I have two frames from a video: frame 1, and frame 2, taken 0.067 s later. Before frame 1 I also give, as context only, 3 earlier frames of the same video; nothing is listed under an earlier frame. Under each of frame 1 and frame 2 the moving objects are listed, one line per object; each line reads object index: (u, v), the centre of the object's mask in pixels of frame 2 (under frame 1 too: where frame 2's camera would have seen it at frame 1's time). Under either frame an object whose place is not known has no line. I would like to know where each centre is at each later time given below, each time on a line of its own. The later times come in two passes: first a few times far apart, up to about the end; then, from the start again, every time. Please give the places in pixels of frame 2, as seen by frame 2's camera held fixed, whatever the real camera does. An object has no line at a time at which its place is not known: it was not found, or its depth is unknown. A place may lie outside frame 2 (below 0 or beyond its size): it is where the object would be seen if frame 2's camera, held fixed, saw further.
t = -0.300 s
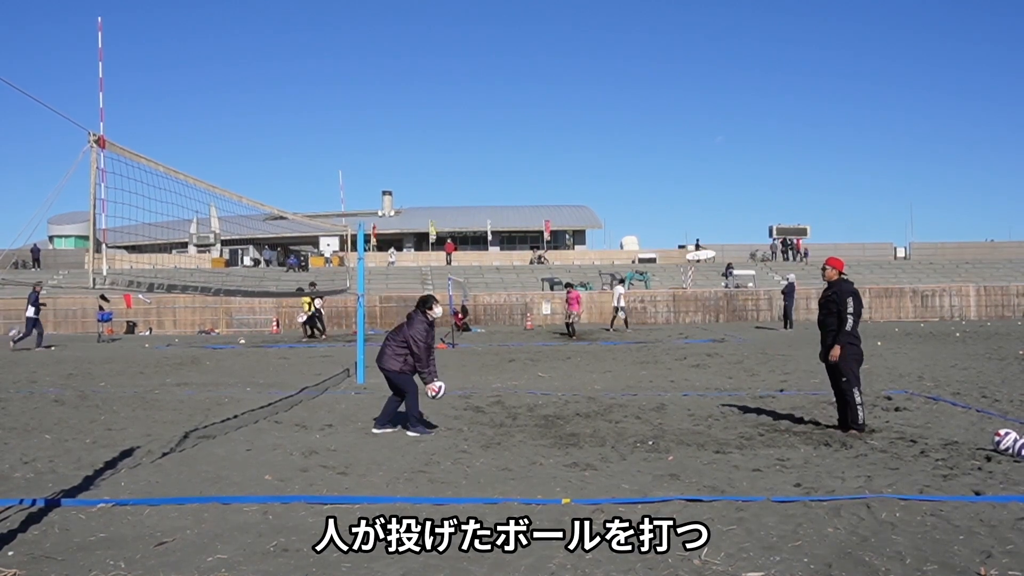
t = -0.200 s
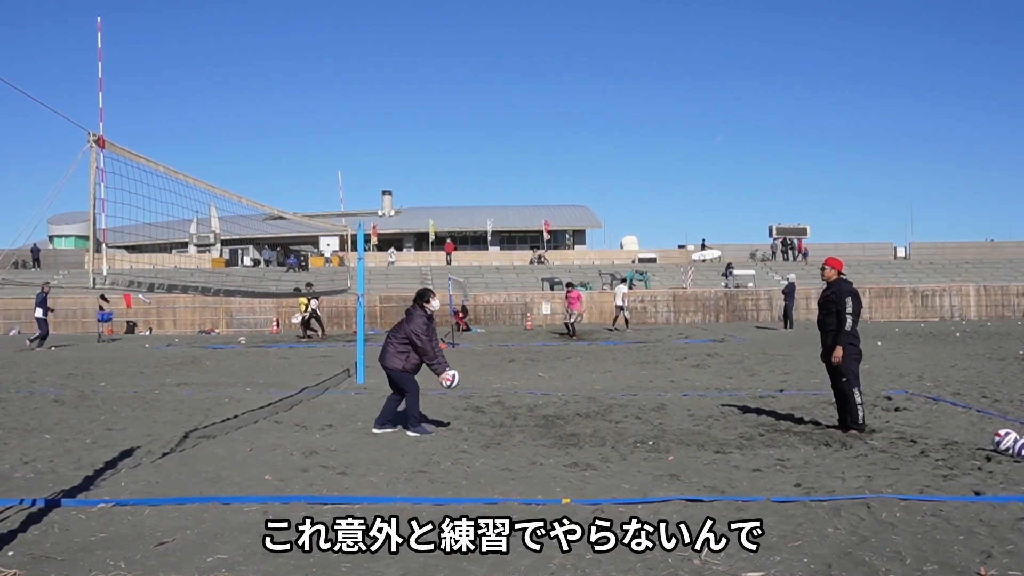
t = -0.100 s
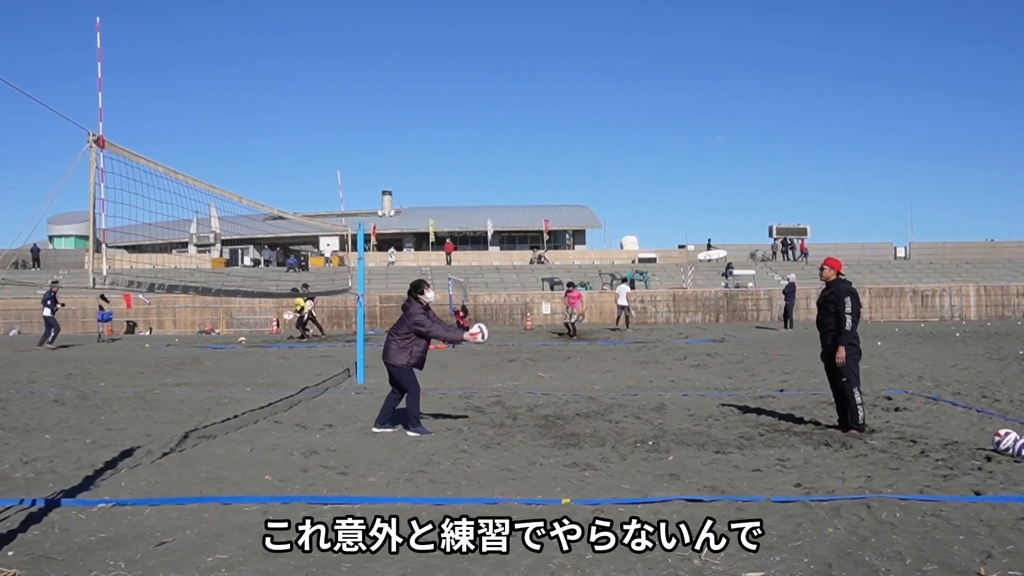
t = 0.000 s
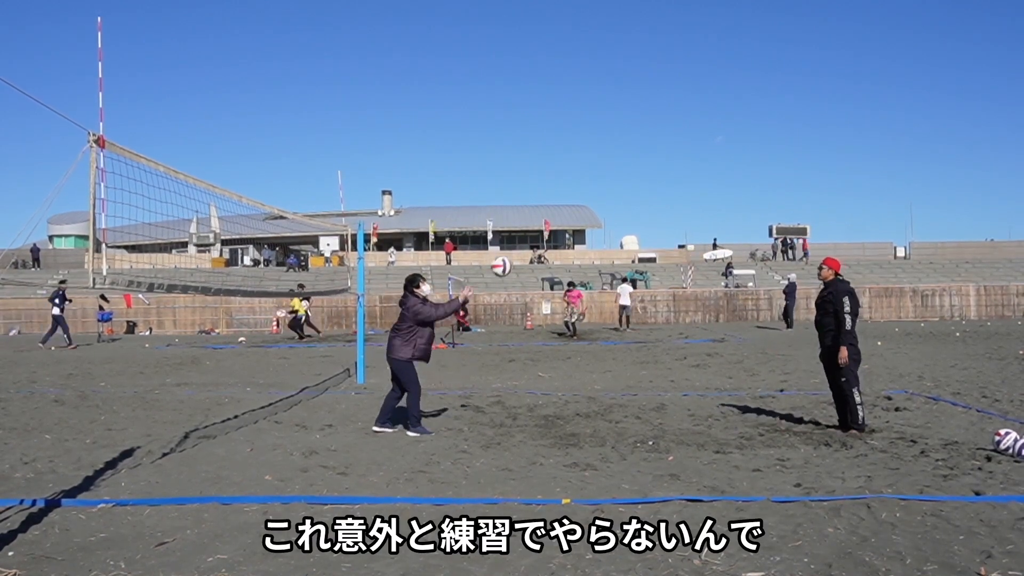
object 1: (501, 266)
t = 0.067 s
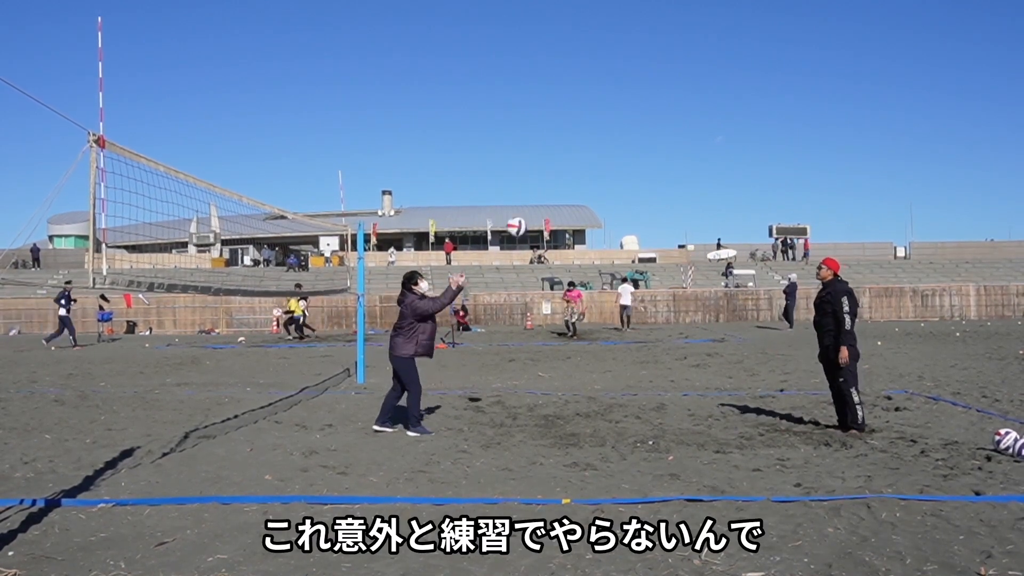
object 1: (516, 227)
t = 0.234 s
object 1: (556, 147)
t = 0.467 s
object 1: (614, 83)
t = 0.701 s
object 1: (671, 78)
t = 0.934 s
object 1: (726, 126)
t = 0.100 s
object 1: (524, 209)
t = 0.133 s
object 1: (532, 192)
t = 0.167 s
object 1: (540, 176)
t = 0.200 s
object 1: (548, 160)
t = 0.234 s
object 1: (556, 147)
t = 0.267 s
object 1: (564, 134)
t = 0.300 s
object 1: (573, 123)
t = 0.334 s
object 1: (581, 112)
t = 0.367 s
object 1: (589, 103)
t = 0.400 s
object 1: (597, 95)
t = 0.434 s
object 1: (605, 88)
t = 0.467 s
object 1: (614, 83)
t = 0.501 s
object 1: (622, 79)
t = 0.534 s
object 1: (630, 76)
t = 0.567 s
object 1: (638, 74)
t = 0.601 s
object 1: (647, 73)
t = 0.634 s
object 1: (655, 74)
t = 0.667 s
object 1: (663, 75)
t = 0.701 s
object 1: (671, 78)
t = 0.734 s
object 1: (679, 82)
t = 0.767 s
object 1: (687, 86)
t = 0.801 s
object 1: (695, 92)
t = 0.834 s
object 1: (703, 99)
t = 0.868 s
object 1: (711, 108)
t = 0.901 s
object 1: (718, 116)
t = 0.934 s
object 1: (726, 126)
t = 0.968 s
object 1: (734, 137)
